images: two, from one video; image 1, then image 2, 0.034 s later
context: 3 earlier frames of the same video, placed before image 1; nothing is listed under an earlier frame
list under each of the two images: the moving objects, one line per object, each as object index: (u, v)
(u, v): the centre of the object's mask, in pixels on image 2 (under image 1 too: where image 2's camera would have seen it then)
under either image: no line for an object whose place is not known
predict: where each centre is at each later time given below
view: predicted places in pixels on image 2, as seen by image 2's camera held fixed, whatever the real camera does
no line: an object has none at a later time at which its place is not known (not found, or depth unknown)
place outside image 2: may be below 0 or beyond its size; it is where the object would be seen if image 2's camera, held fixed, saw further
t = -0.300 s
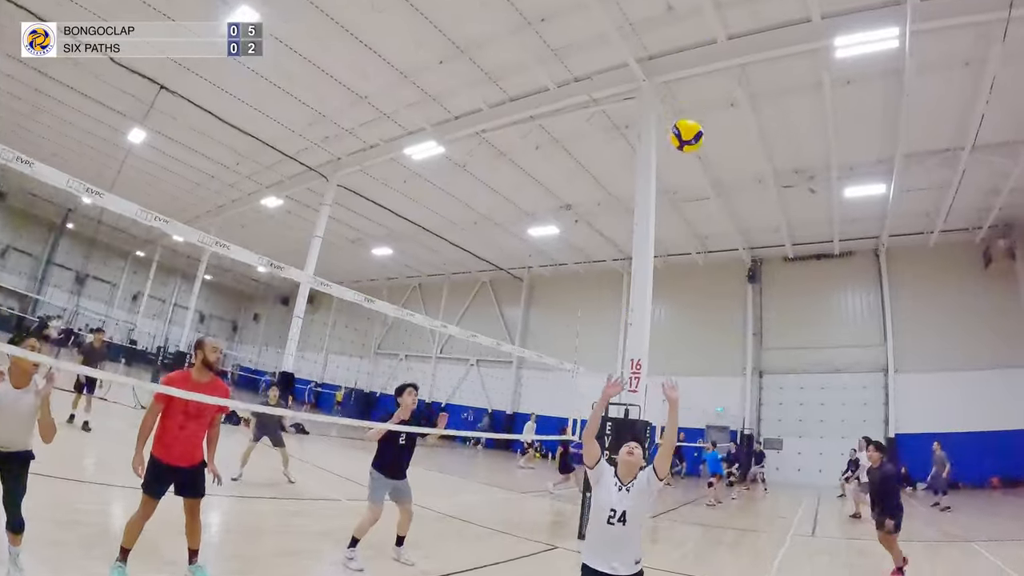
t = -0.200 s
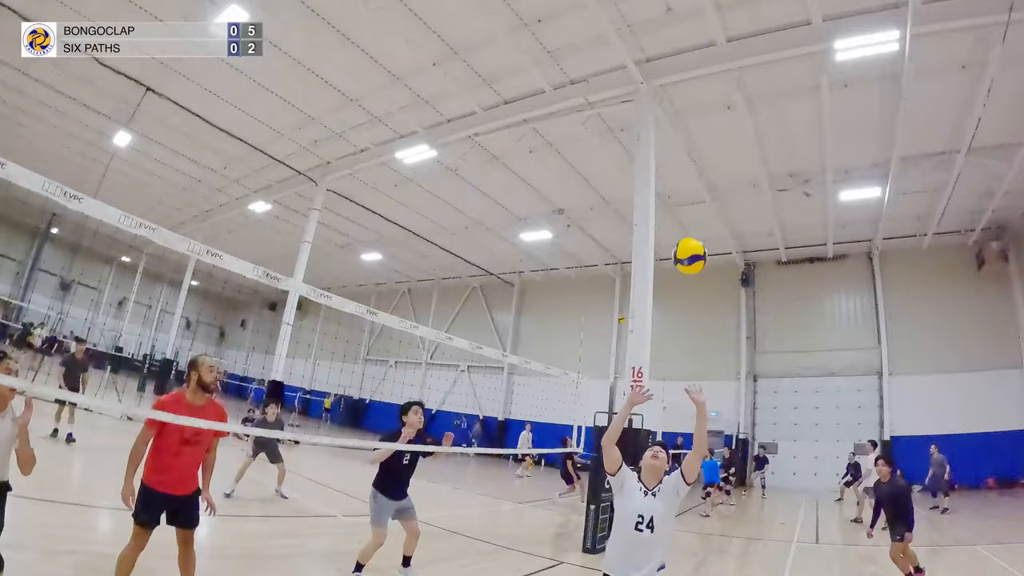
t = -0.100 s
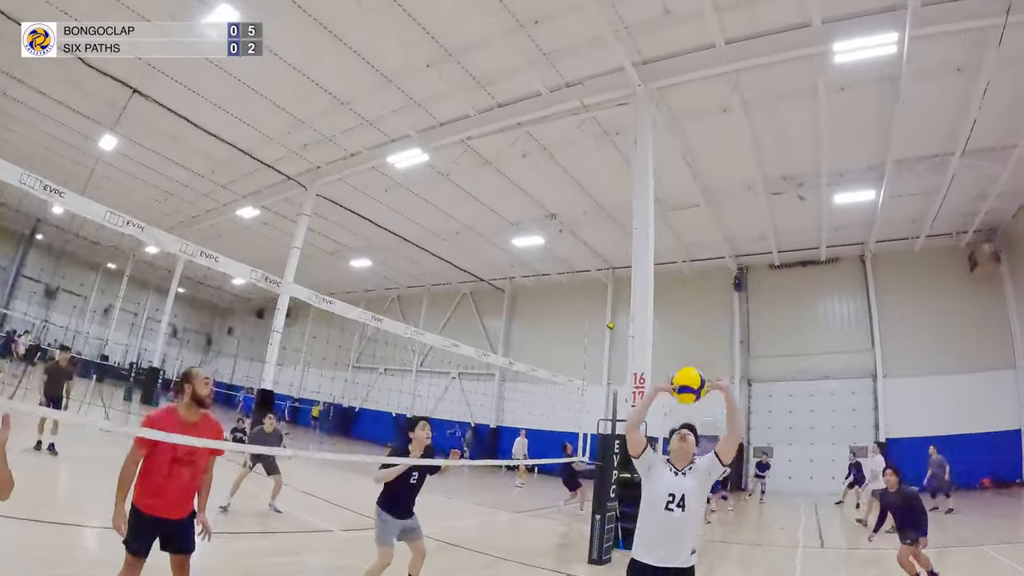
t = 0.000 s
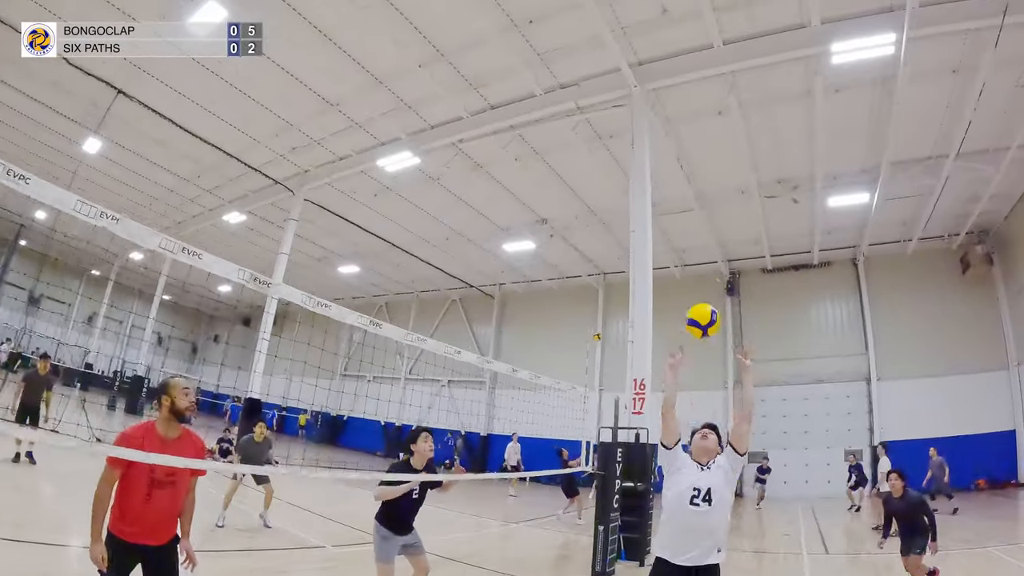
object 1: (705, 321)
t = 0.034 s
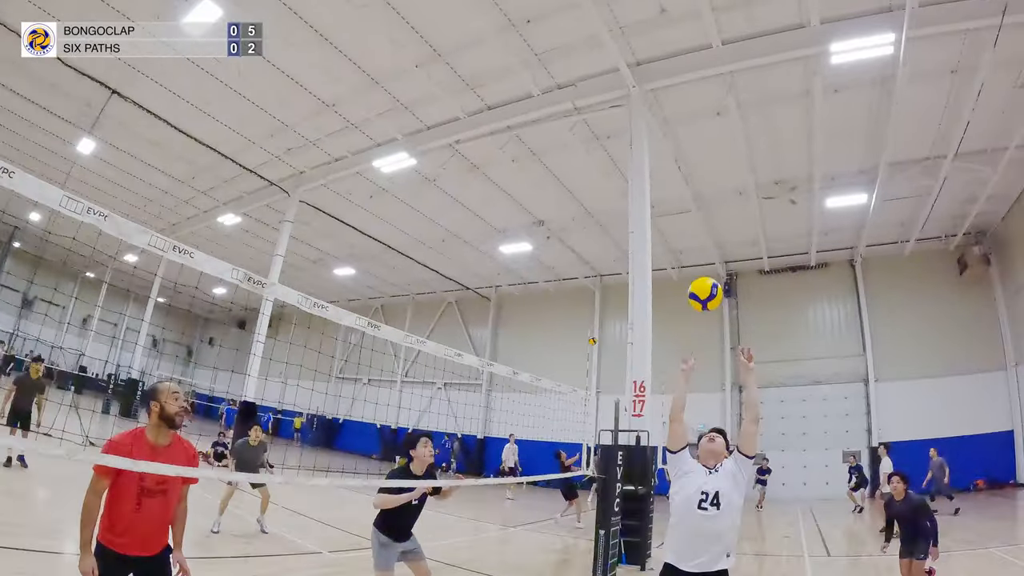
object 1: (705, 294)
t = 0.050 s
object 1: (706, 281)
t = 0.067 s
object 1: (707, 269)
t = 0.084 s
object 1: (708, 257)
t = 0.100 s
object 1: (710, 246)
